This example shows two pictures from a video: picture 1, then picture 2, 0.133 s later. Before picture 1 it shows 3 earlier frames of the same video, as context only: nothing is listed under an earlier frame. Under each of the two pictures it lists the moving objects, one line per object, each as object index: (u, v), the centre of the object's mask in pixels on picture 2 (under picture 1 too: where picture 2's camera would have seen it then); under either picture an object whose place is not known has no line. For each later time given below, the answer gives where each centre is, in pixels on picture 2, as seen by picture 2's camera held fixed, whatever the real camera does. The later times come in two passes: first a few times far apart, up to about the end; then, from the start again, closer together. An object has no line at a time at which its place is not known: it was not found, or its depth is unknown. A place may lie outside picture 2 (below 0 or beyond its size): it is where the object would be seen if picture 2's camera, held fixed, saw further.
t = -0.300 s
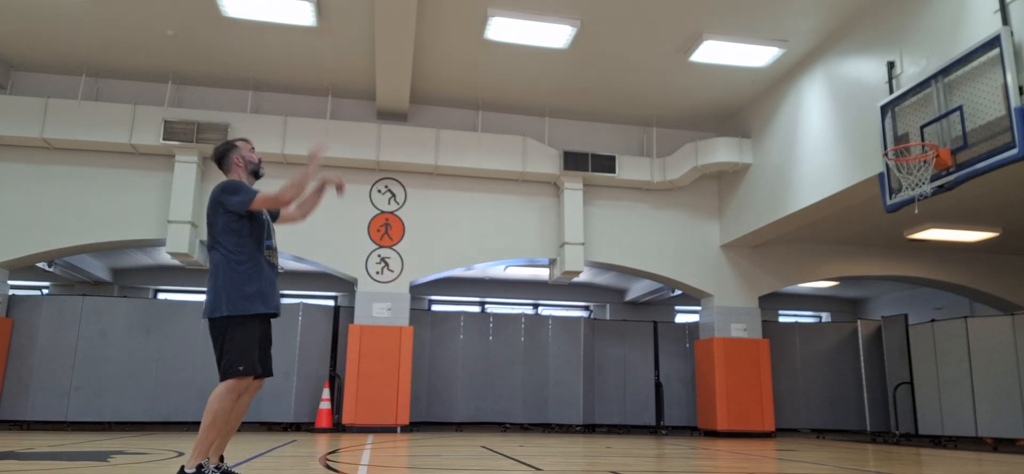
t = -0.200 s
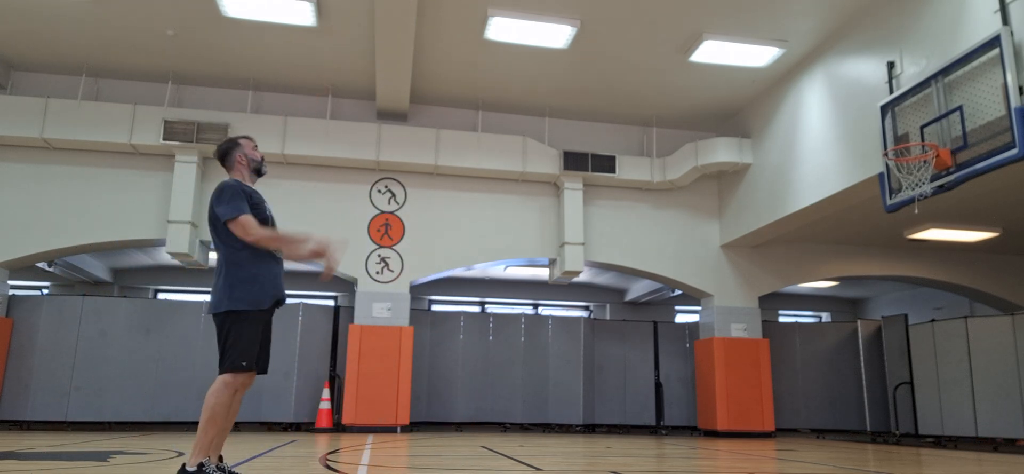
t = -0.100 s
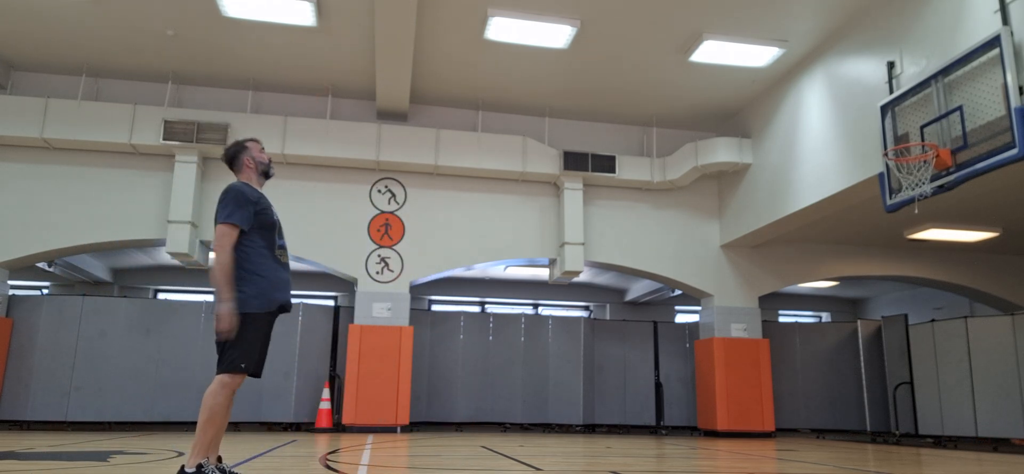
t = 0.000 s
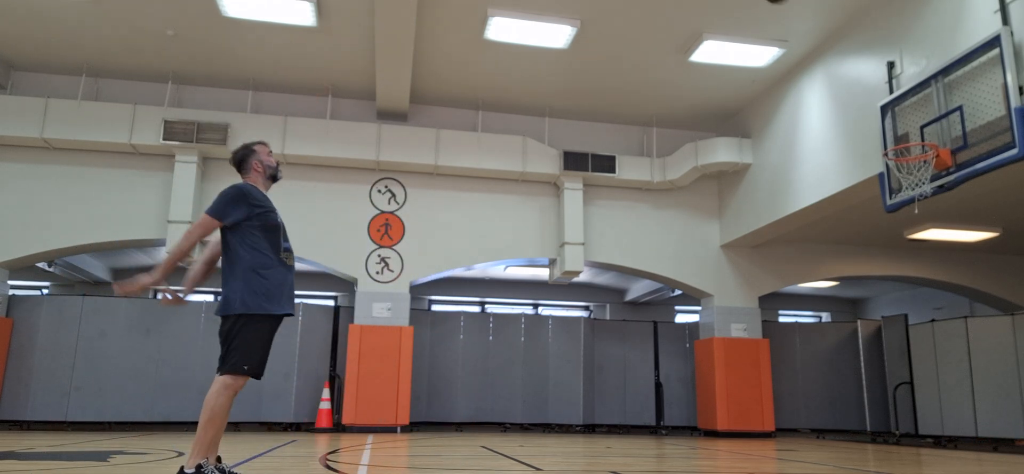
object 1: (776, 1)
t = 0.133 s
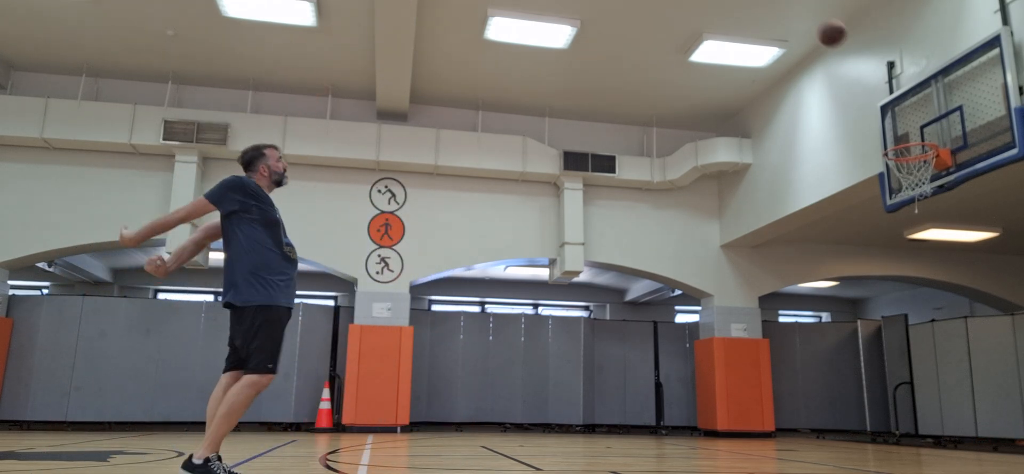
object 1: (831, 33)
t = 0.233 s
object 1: (871, 74)
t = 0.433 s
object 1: (919, 138)
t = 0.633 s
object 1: (884, 127)
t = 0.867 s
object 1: (853, 147)
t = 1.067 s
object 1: (831, 194)
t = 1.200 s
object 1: (821, 237)
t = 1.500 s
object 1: (802, 376)
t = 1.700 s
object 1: (789, 399)
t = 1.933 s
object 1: (772, 336)
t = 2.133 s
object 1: (762, 317)
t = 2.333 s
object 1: (755, 323)
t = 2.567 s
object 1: (747, 361)
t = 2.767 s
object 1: (749, 406)
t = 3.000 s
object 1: (766, 415)
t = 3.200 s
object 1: (780, 406)
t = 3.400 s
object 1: (796, 419)
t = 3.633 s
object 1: (816, 420)
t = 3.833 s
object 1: (835, 422)
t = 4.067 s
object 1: (857, 427)
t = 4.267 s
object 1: (878, 434)
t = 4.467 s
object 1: (897, 433)
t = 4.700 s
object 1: (922, 437)
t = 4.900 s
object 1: (945, 439)
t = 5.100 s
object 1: (968, 441)
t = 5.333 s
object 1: (996, 443)
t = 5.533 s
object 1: (1016, 445)
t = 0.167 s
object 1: (845, 44)
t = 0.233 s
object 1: (871, 74)
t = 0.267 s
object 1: (884, 88)
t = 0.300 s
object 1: (897, 104)
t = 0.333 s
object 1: (908, 119)
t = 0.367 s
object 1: (922, 134)
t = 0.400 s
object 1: (922, 136)
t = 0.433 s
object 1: (919, 138)
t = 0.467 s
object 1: (912, 137)
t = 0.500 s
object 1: (907, 135)
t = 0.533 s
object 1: (901, 132)
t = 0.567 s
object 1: (895, 130)
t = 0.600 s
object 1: (889, 128)
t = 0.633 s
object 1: (884, 127)
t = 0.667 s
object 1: (879, 128)
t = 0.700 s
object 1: (874, 129)
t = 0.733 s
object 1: (870, 130)
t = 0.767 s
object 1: (865, 133)
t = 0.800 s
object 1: (860, 137)
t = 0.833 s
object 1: (857, 141)
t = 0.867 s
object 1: (853, 147)
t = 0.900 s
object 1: (849, 153)
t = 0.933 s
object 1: (845, 159)
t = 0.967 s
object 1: (842, 167)
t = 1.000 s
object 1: (838, 175)
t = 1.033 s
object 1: (835, 184)
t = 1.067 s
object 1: (831, 194)
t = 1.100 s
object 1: (829, 204)
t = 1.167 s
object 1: (823, 226)
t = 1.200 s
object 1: (821, 237)
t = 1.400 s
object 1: (807, 325)
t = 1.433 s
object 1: (805, 339)
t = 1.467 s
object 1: (803, 357)
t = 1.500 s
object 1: (802, 376)
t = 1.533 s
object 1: (800, 394)
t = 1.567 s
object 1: (799, 413)
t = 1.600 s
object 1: (797, 435)
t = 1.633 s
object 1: (795, 428)
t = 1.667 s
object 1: (792, 413)
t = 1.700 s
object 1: (789, 399)
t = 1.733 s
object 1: (786, 386)
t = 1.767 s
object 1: (784, 375)
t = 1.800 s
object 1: (781, 366)
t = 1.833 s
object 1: (778, 357)
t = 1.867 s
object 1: (777, 349)
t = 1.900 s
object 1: (775, 342)
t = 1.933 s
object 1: (772, 336)
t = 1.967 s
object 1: (771, 330)
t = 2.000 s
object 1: (769, 327)
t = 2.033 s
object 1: (767, 324)
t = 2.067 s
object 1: (765, 320)
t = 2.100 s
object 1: (764, 318)
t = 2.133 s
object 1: (762, 317)
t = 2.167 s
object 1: (761, 316)
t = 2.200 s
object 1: (759, 316)
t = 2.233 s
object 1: (758, 317)
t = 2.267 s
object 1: (757, 318)
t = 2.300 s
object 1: (756, 321)
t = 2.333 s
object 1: (755, 323)
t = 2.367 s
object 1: (753, 327)
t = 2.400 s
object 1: (752, 331)
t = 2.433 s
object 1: (751, 335)
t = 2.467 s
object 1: (750, 341)
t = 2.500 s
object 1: (749, 347)
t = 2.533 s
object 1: (748, 354)
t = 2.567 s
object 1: (747, 361)
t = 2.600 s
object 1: (747, 369)
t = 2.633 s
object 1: (746, 377)
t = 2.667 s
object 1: (745, 386)
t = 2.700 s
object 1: (745, 395)
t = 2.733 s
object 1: (746, 401)
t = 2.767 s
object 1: (749, 406)
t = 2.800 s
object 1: (751, 412)
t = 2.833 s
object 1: (754, 418)
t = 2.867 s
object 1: (756, 427)
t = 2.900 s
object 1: (759, 431)
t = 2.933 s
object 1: (761, 426)
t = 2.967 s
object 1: (763, 420)
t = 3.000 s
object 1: (766, 415)
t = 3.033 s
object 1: (768, 412)
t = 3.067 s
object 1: (770, 409)
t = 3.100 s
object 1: (772, 407)
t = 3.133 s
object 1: (775, 406)
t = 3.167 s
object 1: (777, 406)
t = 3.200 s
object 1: (780, 406)
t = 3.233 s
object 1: (782, 406)
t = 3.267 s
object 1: (784, 407)
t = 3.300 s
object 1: (787, 409)
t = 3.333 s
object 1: (790, 412)
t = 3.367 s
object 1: (793, 416)
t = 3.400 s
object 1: (796, 419)
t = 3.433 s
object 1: (800, 424)
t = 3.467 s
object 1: (803, 430)
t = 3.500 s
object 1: (805, 433)
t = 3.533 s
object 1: (808, 429)
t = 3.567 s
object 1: (810, 426)
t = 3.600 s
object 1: (813, 423)
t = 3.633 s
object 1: (816, 420)
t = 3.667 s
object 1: (819, 418)
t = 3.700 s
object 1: (822, 418)
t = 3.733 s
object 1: (825, 418)
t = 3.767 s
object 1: (828, 419)
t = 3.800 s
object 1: (831, 420)
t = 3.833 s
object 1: (835, 422)
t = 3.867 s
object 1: (838, 426)
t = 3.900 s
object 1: (841, 429)
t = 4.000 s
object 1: (851, 431)
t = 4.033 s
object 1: (854, 429)
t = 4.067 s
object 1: (857, 427)
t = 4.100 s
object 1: (860, 427)
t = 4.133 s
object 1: (863, 426)
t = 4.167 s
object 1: (867, 427)
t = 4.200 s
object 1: (870, 427)
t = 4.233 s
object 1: (874, 431)
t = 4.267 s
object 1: (878, 434)
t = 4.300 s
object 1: (881, 438)
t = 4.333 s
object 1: (884, 436)
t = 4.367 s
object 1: (886, 434)
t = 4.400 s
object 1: (890, 433)
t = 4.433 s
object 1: (894, 433)
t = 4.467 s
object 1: (897, 433)
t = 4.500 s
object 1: (900, 433)
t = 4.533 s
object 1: (904, 435)
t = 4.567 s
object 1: (908, 438)
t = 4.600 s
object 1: (911, 439)
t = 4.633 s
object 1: (915, 435)
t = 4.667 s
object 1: (919, 436)
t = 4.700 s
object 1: (922, 437)
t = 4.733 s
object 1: (926, 437)
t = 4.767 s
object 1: (930, 436)
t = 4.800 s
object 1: (934, 440)
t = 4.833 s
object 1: (937, 440)
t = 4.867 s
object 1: (941, 439)
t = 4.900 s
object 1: (945, 439)
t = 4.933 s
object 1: (949, 439)
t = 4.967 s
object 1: (952, 440)
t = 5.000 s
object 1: (955, 442)
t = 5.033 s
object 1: (959, 441)
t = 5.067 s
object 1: (962, 440)
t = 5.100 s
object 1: (968, 441)
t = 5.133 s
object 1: (972, 443)
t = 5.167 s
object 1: (976, 442)
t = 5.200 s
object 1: (980, 442)
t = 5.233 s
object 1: (984, 443)
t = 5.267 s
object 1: (988, 443)
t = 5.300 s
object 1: (992, 443)
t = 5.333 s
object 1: (996, 443)
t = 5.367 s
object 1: (1001, 444)
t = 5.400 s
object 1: (1004, 444)
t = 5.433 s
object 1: (1009, 444)
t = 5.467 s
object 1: (1011, 445)
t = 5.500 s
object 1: (1014, 445)
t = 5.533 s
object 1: (1016, 445)
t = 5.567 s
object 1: (1018, 445)
